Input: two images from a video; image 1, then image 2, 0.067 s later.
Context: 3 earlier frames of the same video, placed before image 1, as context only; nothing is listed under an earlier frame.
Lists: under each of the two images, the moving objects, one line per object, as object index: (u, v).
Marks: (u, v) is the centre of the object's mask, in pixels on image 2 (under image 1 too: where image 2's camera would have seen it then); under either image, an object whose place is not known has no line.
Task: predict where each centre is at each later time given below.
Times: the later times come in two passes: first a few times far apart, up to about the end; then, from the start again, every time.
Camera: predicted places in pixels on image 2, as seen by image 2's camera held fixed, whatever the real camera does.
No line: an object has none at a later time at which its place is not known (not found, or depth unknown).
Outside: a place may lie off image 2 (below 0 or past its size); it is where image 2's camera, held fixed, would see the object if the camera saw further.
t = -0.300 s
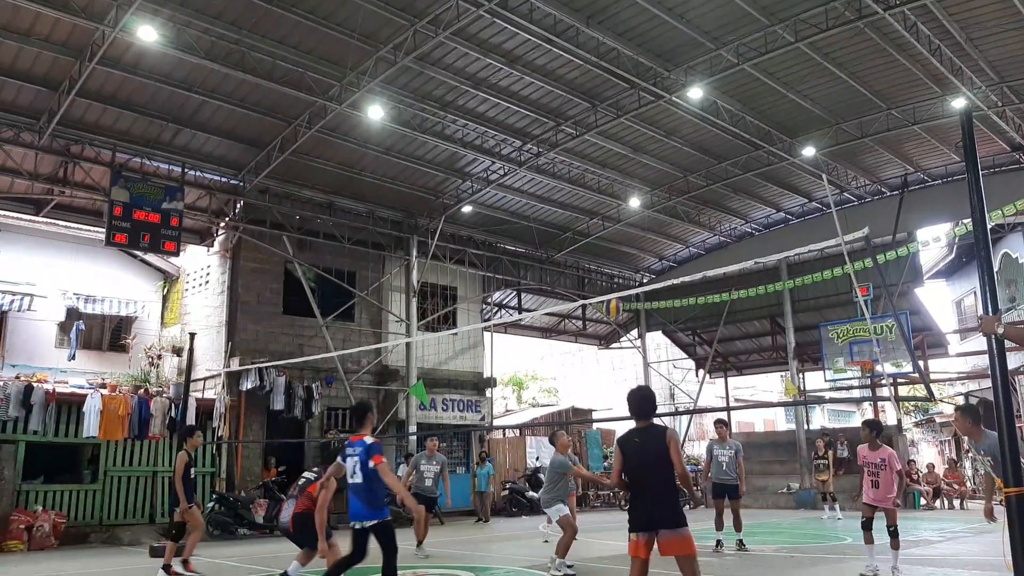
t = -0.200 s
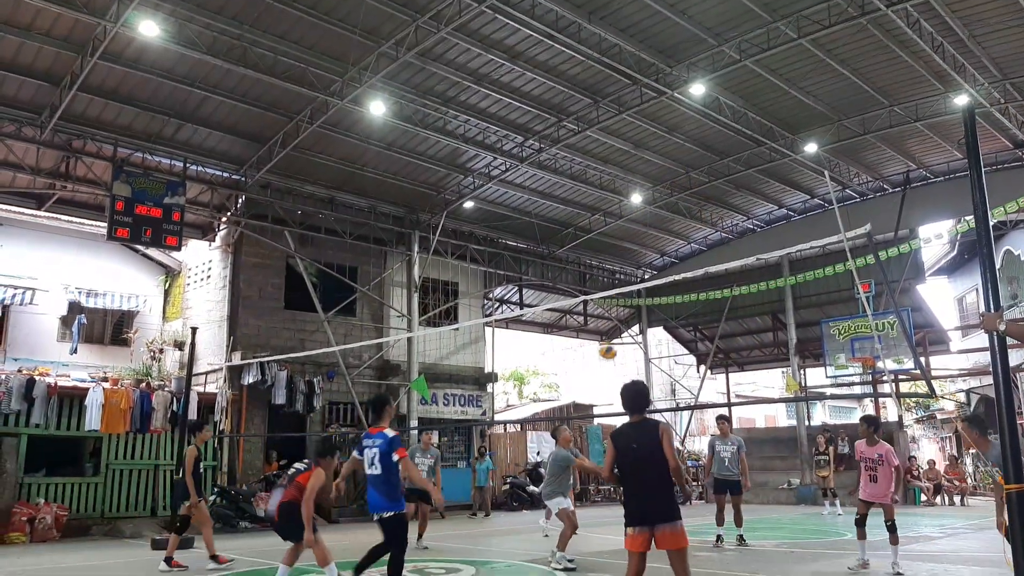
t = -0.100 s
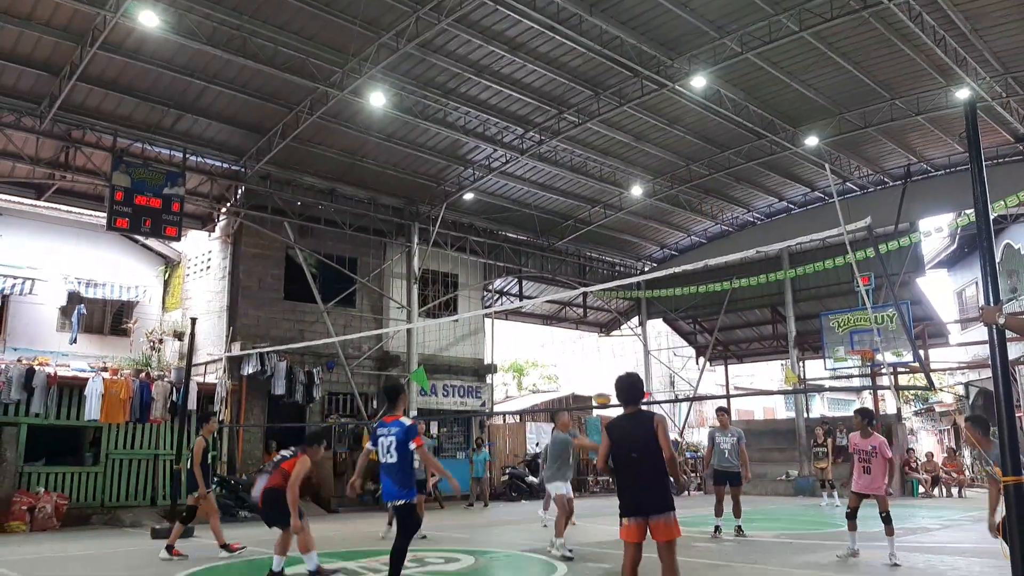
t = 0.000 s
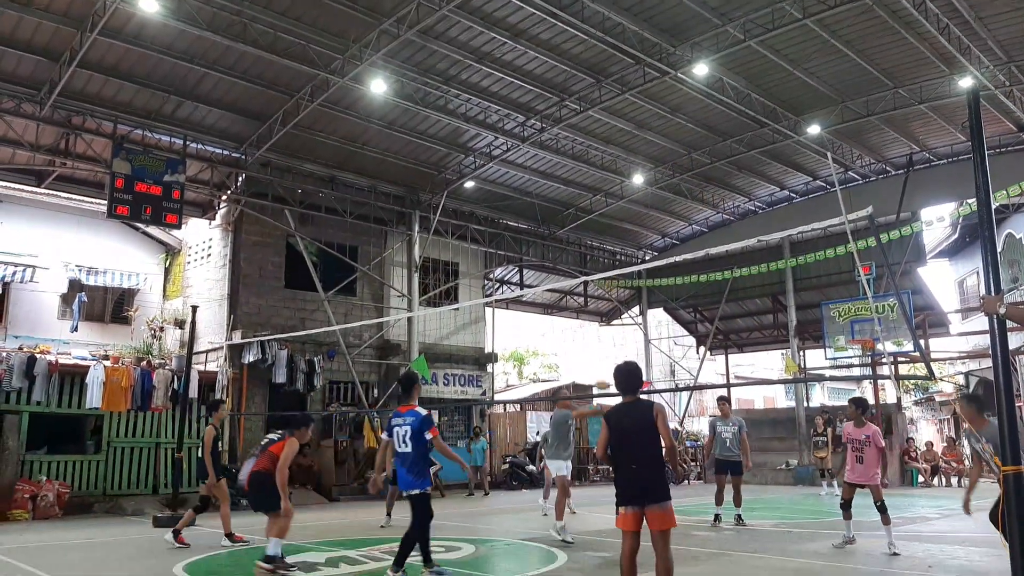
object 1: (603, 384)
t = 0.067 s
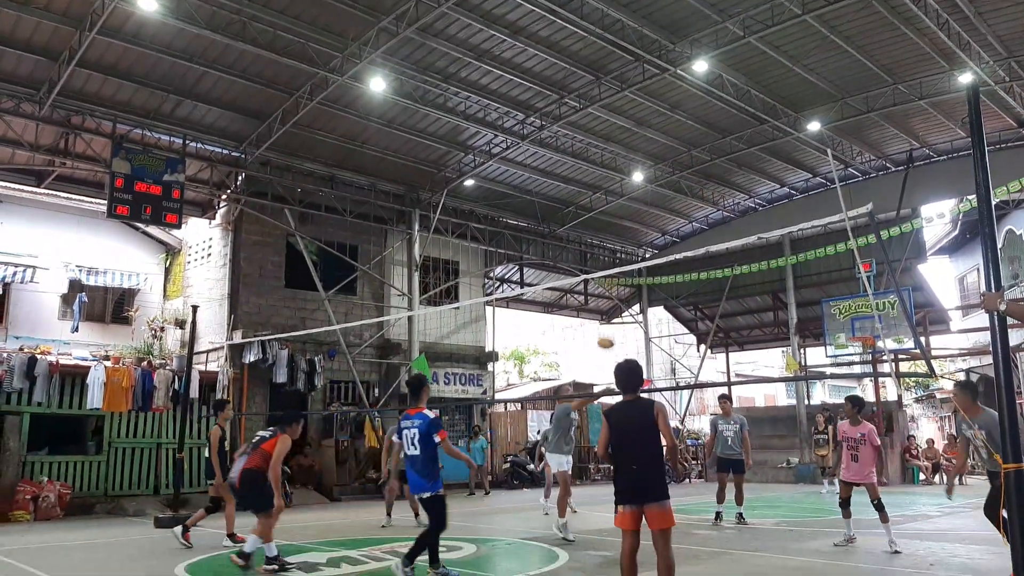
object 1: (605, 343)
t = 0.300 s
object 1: (619, 226)
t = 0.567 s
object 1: (637, 147)
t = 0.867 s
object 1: (662, 124)
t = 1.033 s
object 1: (680, 149)
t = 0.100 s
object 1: (607, 322)
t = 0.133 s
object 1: (611, 306)
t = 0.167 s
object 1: (612, 287)
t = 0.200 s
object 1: (614, 268)
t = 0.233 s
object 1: (615, 256)
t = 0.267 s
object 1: (617, 240)
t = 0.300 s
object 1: (619, 226)
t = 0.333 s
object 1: (621, 213)
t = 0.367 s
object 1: (623, 202)
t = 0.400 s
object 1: (625, 190)
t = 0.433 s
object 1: (626, 180)
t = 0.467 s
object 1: (629, 170)
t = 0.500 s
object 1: (632, 162)
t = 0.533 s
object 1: (635, 154)
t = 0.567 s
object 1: (637, 147)
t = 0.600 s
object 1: (640, 140)
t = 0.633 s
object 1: (642, 135)
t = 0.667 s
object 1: (645, 130)
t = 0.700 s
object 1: (648, 127)
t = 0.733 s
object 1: (651, 124)
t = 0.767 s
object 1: (654, 123)
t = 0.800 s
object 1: (657, 122)
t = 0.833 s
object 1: (659, 123)
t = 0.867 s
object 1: (662, 124)
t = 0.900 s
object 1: (666, 127)
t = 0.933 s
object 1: (670, 130)
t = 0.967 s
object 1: (673, 135)
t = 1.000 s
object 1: (676, 141)
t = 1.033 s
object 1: (680, 149)
